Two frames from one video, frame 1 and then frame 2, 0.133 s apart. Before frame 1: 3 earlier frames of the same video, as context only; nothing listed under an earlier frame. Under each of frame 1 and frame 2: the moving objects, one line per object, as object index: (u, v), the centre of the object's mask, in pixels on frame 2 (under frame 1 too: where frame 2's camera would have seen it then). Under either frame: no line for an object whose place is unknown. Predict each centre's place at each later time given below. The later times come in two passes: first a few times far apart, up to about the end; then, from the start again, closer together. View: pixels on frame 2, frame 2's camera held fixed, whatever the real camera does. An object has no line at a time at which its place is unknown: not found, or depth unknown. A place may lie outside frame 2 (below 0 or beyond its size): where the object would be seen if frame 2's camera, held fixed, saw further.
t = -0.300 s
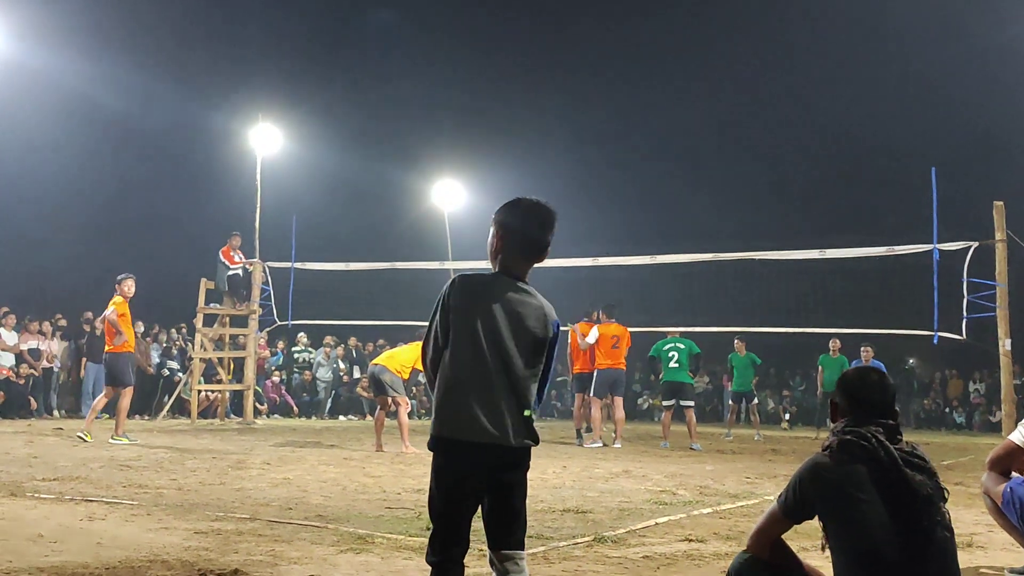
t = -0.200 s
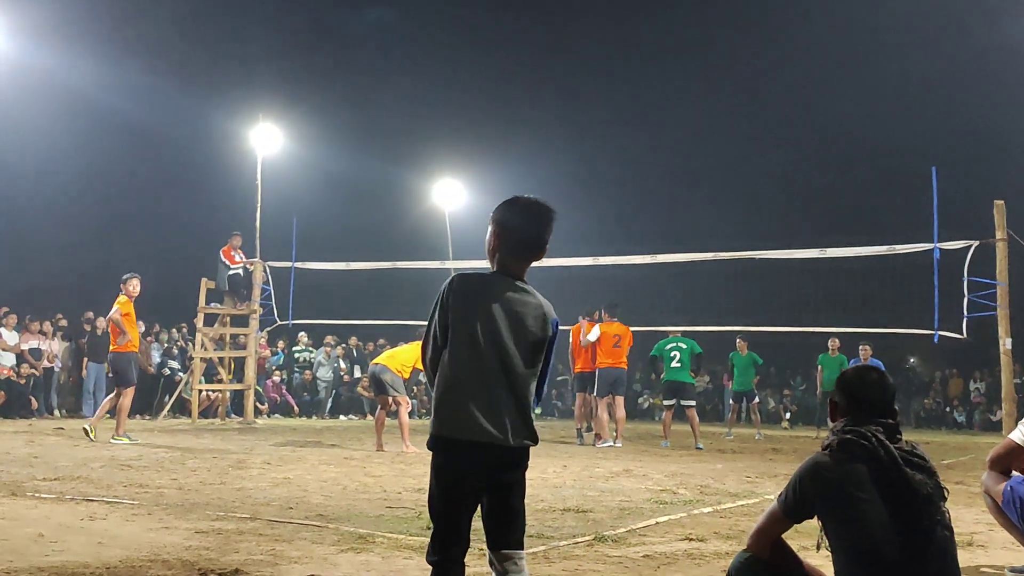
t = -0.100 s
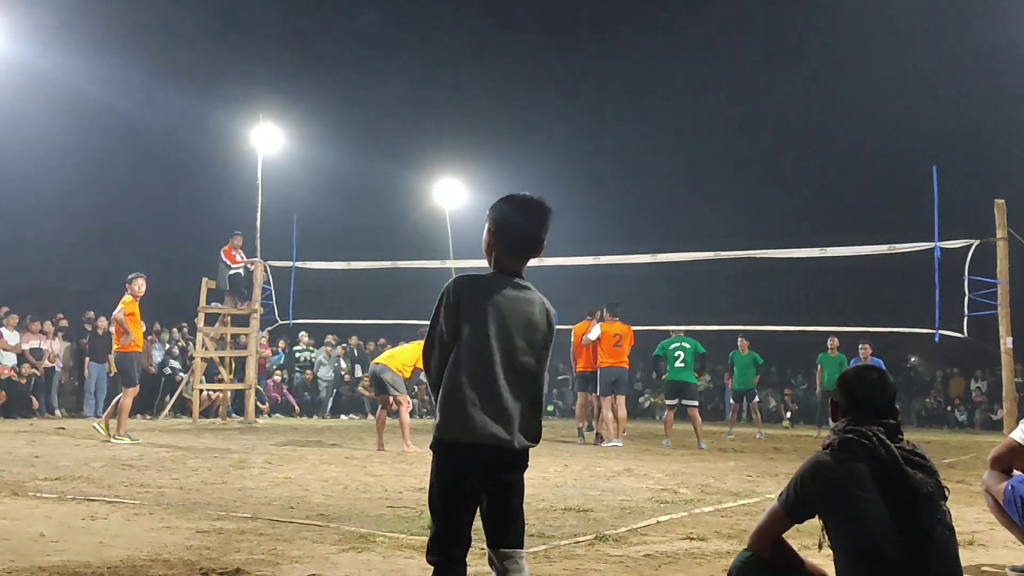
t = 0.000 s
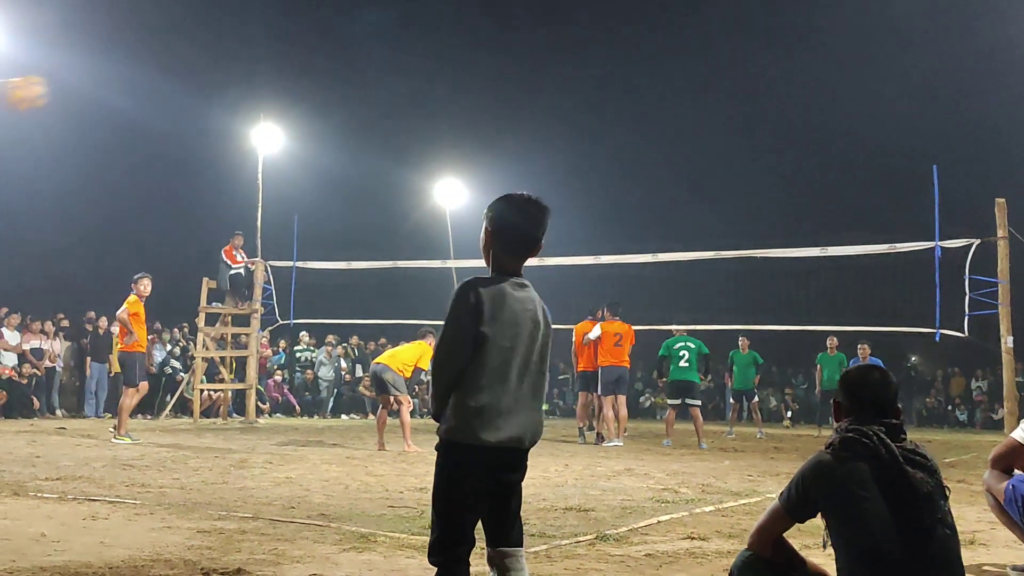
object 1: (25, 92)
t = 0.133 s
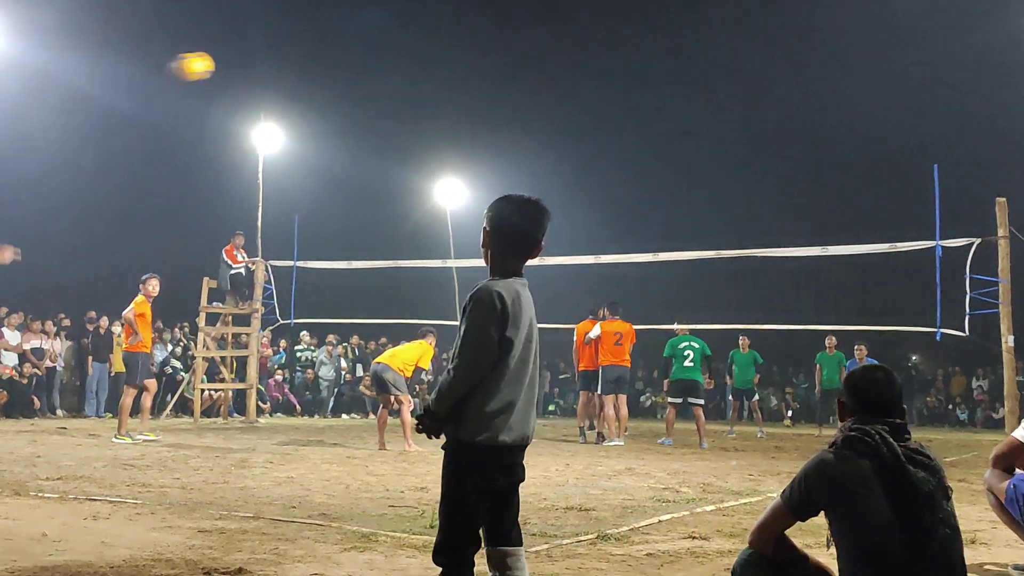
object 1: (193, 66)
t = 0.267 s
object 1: (303, 64)
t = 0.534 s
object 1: (444, 108)
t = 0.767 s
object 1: (519, 171)
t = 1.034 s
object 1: (574, 266)
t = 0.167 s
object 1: (224, 64)
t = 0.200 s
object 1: (252, 63)
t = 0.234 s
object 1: (278, 63)
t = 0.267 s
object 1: (303, 64)
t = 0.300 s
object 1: (326, 67)
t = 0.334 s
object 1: (347, 70)
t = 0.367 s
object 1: (366, 75)
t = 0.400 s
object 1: (383, 80)
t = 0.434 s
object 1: (400, 86)
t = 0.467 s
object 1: (416, 93)
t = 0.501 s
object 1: (431, 101)
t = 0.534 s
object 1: (444, 108)
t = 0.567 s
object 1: (456, 116)
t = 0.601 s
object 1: (468, 124)
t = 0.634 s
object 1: (478, 133)
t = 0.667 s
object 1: (489, 142)
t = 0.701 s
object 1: (500, 151)
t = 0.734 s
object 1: (509, 161)
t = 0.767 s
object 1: (519, 171)
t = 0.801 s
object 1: (527, 181)
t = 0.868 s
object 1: (547, 202)
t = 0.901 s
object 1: (553, 216)
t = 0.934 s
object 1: (556, 227)
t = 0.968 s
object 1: (562, 238)
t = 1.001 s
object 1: (567, 249)
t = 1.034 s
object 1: (574, 266)
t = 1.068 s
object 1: (578, 274)
